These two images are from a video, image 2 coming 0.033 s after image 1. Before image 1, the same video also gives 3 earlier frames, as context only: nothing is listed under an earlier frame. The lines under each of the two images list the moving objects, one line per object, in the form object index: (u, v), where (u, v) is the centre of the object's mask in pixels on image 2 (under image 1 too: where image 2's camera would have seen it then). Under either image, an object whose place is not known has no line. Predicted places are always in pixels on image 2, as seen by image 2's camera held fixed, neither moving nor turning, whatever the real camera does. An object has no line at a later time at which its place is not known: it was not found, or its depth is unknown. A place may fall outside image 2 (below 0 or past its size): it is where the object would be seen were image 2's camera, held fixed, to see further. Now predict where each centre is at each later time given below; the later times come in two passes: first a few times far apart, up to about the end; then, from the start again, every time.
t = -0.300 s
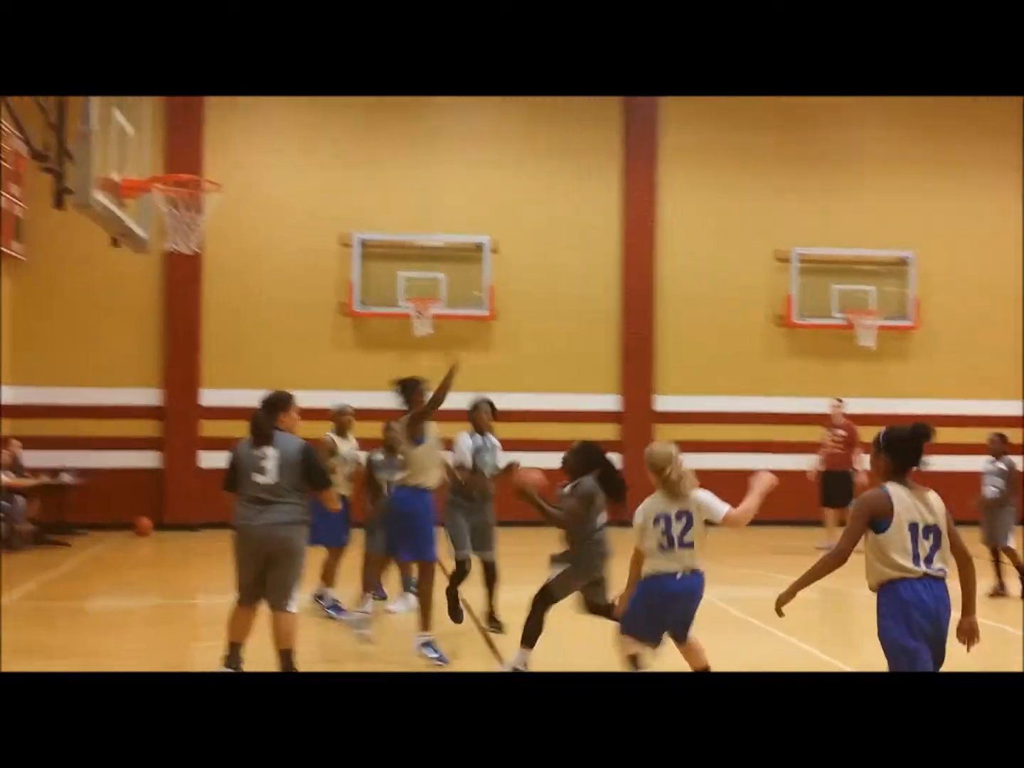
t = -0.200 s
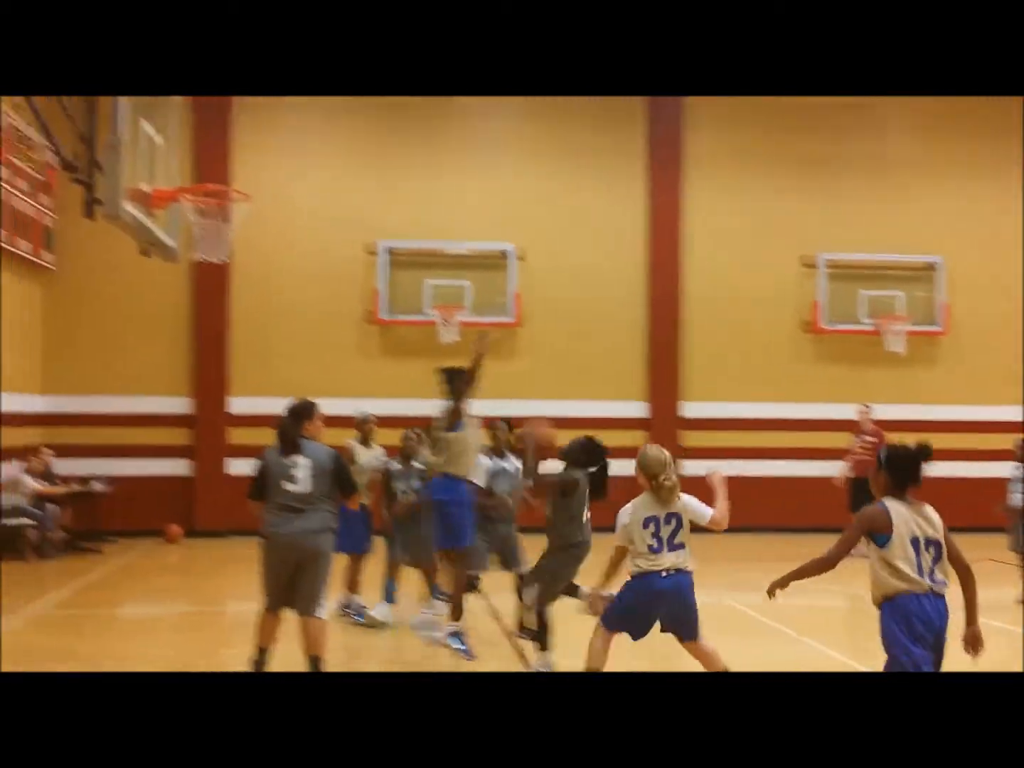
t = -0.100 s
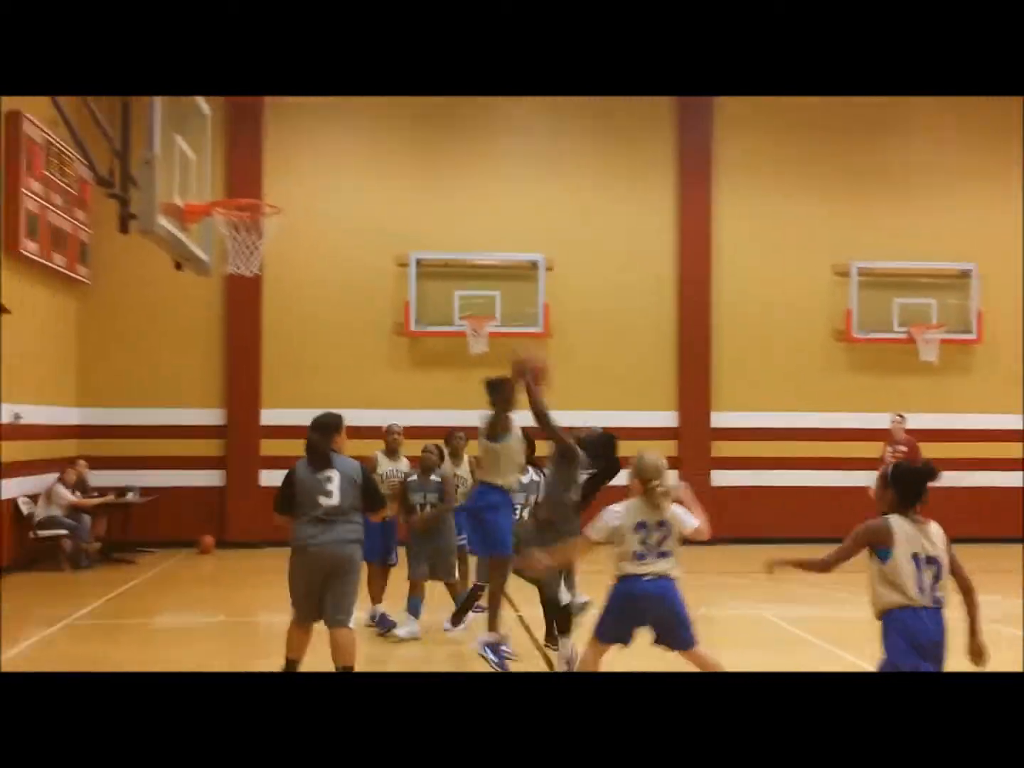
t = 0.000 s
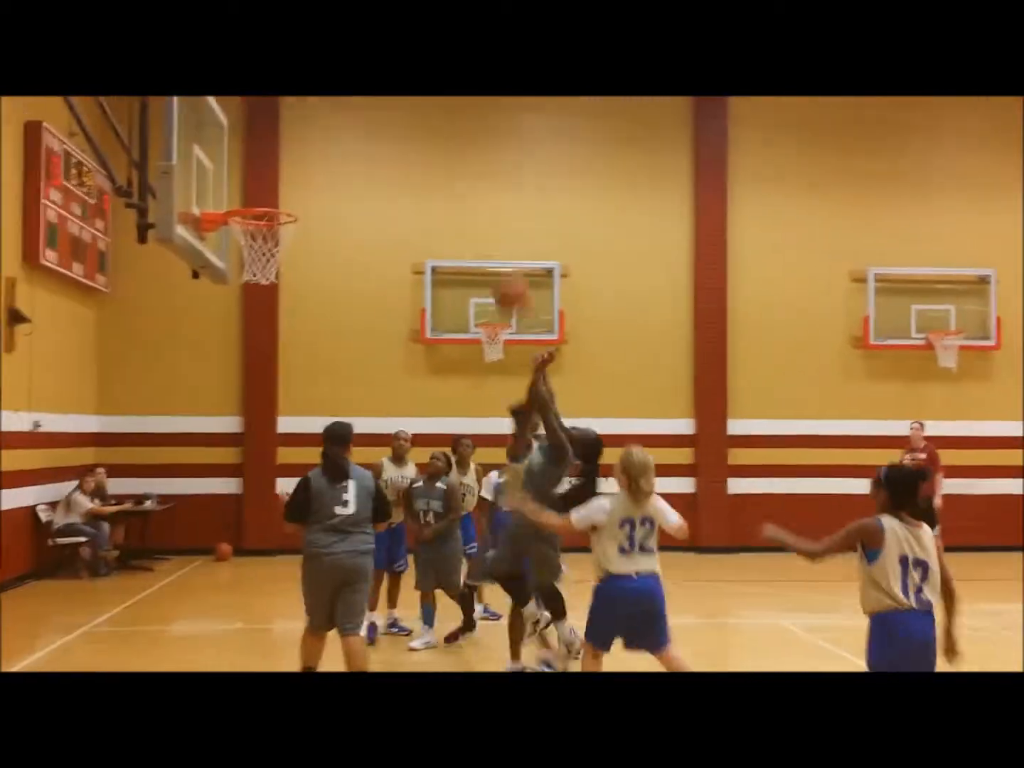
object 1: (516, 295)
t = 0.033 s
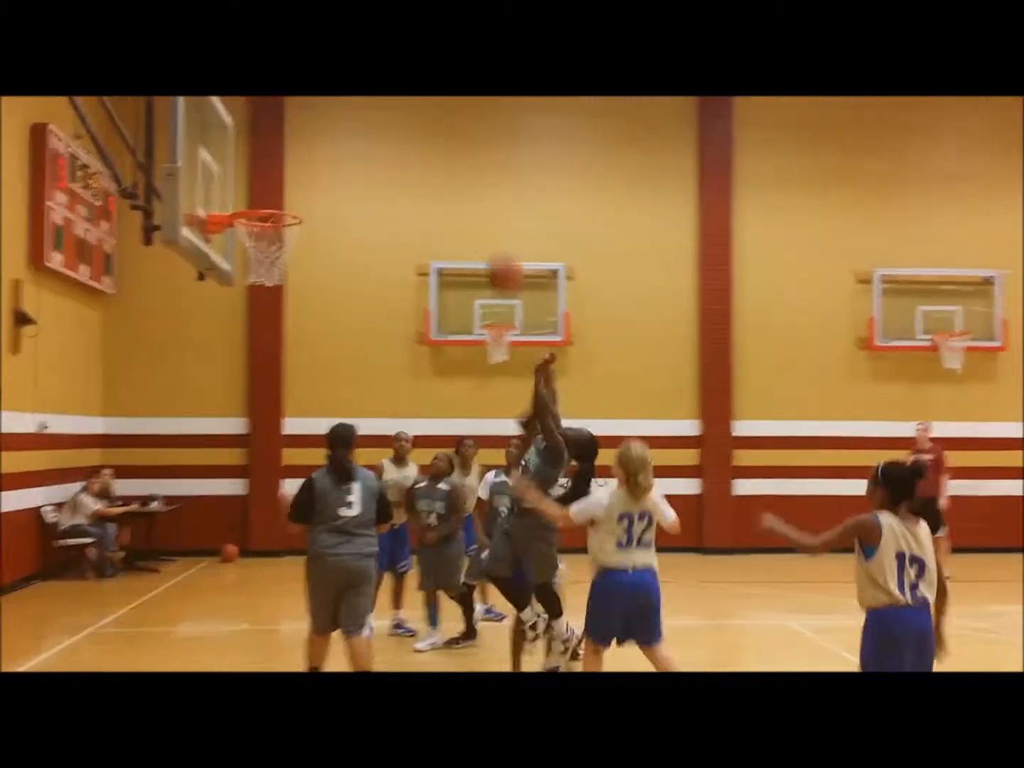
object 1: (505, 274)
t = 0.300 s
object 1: (405, 162)
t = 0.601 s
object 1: (317, 164)
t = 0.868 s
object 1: (256, 240)
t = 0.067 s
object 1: (490, 252)
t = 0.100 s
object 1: (479, 234)
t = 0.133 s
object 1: (463, 221)
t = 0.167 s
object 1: (452, 207)
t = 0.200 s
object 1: (440, 191)
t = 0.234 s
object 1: (429, 178)
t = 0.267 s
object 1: (418, 169)
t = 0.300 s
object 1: (405, 162)
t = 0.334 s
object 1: (396, 156)
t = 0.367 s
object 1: (384, 151)
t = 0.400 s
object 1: (373, 149)
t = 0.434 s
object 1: (365, 148)
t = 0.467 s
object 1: (354, 148)
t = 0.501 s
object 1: (344, 149)
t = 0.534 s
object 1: (334, 153)
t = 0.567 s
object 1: (323, 158)
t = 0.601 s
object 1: (317, 164)
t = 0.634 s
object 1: (313, 170)
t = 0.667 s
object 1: (304, 182)
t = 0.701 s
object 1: (290, 192)
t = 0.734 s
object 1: (282, 202)
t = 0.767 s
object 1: (276, 204)
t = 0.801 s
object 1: (270, 230)
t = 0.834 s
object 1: (266, 234)
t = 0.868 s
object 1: (256, 240)
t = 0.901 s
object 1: (247, 265)
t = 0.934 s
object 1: (244, 280)
